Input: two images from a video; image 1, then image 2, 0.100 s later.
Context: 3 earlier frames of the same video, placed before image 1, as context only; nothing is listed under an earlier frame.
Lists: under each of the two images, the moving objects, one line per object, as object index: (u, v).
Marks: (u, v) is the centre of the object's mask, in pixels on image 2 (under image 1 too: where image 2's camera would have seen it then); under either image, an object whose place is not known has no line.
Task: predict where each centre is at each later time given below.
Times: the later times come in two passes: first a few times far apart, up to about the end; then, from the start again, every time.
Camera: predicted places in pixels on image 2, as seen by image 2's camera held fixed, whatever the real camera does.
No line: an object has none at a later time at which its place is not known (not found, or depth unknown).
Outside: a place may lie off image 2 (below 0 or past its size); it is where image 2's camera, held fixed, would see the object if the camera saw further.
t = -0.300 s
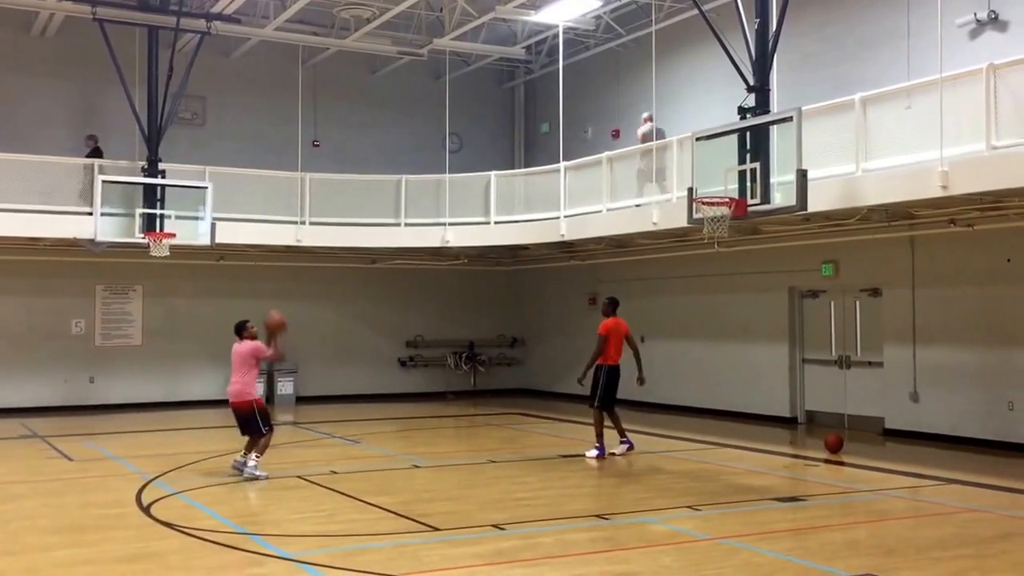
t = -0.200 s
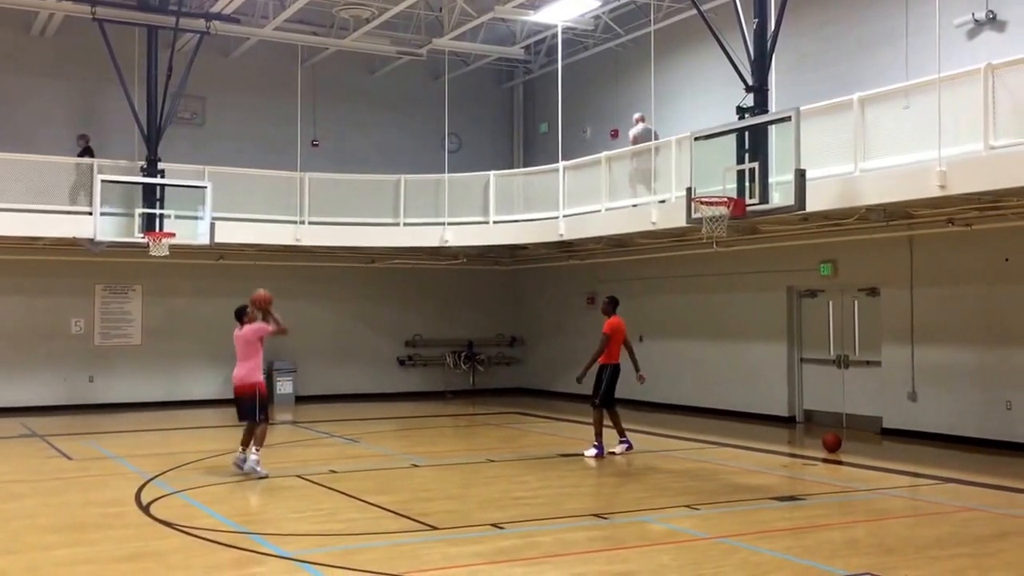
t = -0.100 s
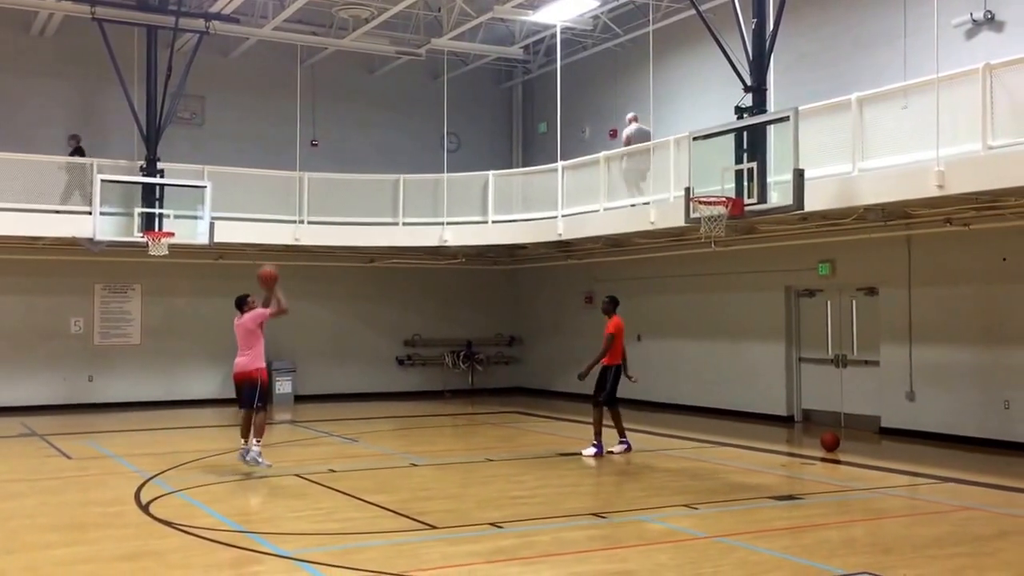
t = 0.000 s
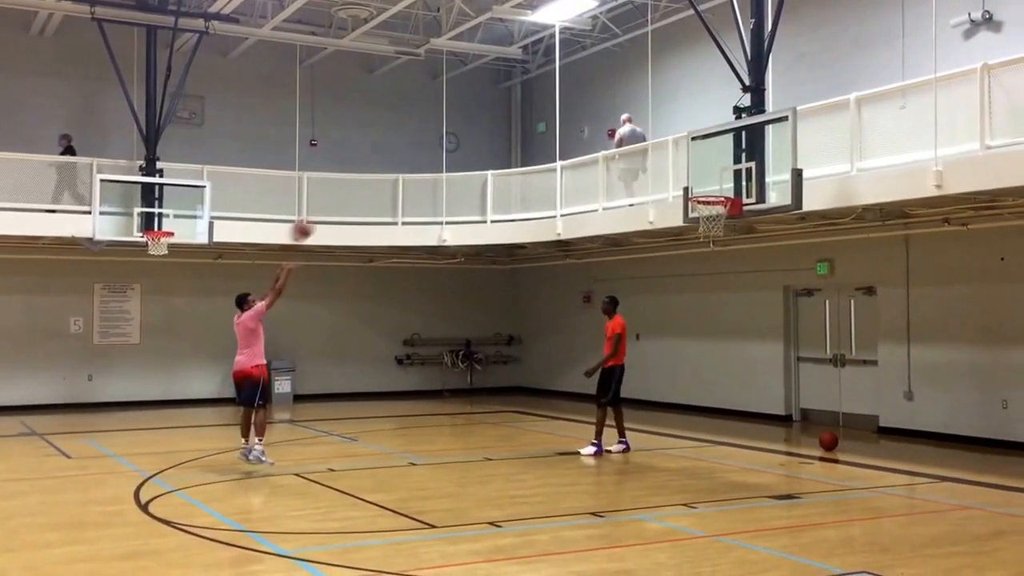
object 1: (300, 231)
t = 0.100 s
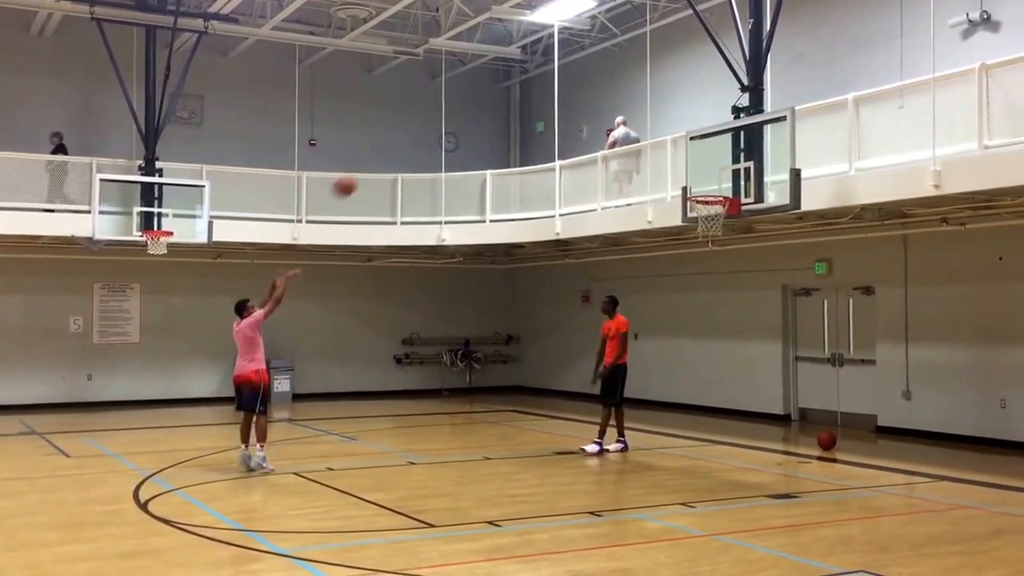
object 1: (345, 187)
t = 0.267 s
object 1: (414, 133)
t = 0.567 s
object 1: (535, 100)
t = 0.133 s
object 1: (359, 172)
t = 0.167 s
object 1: (372, 161)
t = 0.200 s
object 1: (386, 151)
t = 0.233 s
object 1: (400, 141)
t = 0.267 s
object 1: (414, 133)
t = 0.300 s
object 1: (428, 126)
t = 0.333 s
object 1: (441, 118)
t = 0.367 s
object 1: (456, 113)
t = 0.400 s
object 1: (469, 109)
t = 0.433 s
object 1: (482, 105)
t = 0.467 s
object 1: (495, 103)
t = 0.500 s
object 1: (508, 102)
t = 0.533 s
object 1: (522, 99)
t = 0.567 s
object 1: (535, 100)
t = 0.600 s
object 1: (549, 102)
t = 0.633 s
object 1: (564, 105)
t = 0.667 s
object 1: (577, 107)
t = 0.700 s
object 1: (590, 112)
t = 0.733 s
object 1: (602, 117)
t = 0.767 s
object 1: (616, 124)
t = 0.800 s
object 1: (628, 131)
